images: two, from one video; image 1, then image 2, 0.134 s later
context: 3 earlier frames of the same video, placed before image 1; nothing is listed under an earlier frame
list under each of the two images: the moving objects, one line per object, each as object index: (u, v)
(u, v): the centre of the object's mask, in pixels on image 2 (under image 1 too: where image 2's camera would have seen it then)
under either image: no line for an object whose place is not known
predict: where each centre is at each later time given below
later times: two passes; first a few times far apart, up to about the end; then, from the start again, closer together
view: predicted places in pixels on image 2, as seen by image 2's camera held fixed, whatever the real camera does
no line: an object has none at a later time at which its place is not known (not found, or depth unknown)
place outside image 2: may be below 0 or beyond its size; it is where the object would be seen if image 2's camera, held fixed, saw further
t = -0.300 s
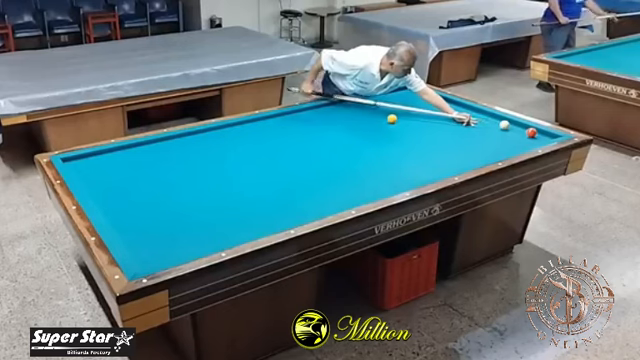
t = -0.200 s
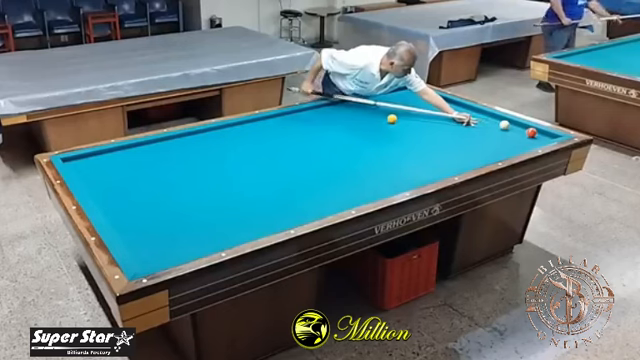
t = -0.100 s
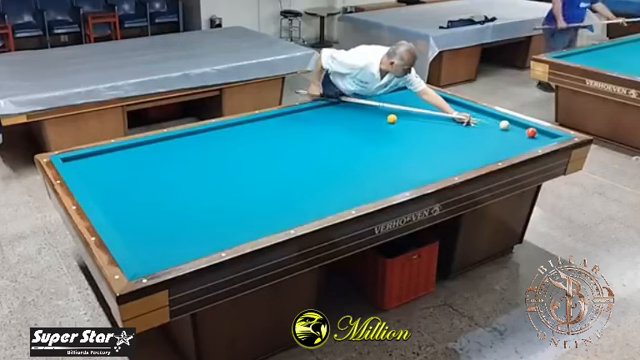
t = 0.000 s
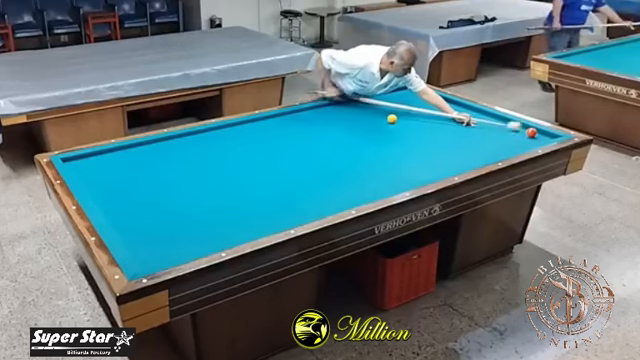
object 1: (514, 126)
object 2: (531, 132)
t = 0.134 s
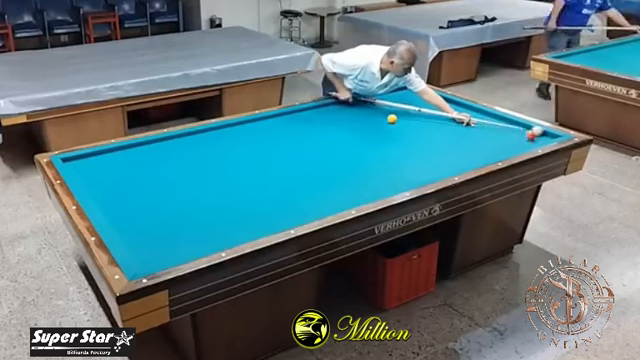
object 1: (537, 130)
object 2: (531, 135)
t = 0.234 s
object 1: (546, 134)
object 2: (529, 140)
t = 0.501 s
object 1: (536, 136)
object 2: (515, 146)
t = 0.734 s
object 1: (516, 134)
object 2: (496, 147)
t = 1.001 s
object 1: (495, 132)
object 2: (474, 148)
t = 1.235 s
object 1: (477, 130)
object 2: (456, 149)
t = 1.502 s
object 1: (458, 128)
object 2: (435, 151)
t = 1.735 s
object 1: (441, 127)
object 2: (418, 152)
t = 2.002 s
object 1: (423, 125)
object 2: (397, 153)
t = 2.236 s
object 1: (408, 124)
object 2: (380, 154)
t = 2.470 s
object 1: (392, 121)
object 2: (362, 155)
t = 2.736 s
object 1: (376, 120)
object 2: (343, 156)
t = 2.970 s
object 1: (363, 119)
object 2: (327, 157)
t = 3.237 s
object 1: (349, 118)
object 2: (310, 158)
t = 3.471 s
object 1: (337, 116)
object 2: (295, 158)
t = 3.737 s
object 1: (324, 115)
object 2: (278, 159)
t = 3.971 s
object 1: (314, 114)
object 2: (265, 160)
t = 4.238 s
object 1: (304, 113)
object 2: (251, 161)
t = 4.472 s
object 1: (294, 112)
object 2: (238, 161)
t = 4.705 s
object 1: (291, 113)
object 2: (225, 162)
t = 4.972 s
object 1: (290, 115)
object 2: (211, 163)
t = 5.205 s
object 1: (289, 117)
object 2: (198, 163)
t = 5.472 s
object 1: (288, 118)
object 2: (185, 164)
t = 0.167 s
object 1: (540, 132)
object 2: (530, 137)
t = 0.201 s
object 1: (543, 133)
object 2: (530, 139)
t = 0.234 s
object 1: (546, 134)
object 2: (529, 140)
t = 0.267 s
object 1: (549, 135)
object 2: (529, 141)
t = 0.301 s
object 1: (552, 136)
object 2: (529, 142)
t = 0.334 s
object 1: (551, 136)
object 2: (529, 143)
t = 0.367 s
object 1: (548, 136)
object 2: (527, 144)
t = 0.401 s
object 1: (545, 136)
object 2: (524, 144)
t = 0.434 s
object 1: (542, 136)
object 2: (521, 145)
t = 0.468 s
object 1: (539, 136)
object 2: (518, 146)
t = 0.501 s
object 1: (536, 136)
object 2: (515, 146)
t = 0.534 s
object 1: (534, 136)
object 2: (512, 146)
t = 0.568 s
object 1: (531, 135)
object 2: (510, 146)
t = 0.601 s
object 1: (528, 135)
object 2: (507, 147)
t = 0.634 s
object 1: (525, 135)
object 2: (504, 147)
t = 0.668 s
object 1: (522, 134)
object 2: (502, 147)
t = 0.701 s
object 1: (519, 134)
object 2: (499, 147)
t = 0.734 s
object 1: (516, 134)
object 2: (496, 147)
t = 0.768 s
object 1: (514, 134)
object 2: (494, 147)
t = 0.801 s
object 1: (511, 134)
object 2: (491, 148)
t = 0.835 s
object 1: (509, 133)
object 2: (488, 148)
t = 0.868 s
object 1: (506, 133)
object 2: (485, 148)
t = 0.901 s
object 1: (503, 133)
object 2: (483, 148)
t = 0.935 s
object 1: (501, 133)
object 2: (480, 148)
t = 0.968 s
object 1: (498, 132)
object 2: (477, 148)
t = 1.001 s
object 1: (495, 132)
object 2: (474, 148)
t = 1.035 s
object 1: (493, 131)
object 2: (472, 148)
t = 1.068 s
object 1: (490, 131)
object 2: (469, 149)
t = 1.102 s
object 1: (487, 131)
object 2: (466, 149)
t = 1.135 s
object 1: (484, 131)
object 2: (464, 149)
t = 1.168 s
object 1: (482, 131)
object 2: (461, 149)
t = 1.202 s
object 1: (480, 130)
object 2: (459, 149)
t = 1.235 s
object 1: (477, 130)
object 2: (456, 149)
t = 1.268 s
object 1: (475, 130)
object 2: (453, 150)
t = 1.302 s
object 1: (472, 129)
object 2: (451, 150)
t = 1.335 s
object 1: (470, 129)
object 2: (448, 150)
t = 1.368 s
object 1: (467, 129)
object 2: (446, 150)
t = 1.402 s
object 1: (465, 129)
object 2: (443, 150)
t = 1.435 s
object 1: (463, 129)
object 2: (441, 150)
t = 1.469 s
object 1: (460, 129)
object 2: (438, 151)
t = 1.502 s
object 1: (458, 128)
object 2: (435, 151)
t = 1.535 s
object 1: (455, 128)
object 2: (433, 151)
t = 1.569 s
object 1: (453, 128)
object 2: (430, 151)
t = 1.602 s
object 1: (451, 128)
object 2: (428, 151)
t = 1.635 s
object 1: (448, 127)
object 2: (425, 151)
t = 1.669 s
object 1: (446, 127)
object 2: (423, 151)
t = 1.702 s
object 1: (444, 127)
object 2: (420, 152)
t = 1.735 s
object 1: (441, 127)
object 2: (418, 152)
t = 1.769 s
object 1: (439, 127)
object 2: (415, 152)
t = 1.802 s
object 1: (437, 127)
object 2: (413, 152)
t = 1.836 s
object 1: (434, 126)
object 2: (410, 152)
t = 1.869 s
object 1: (432, 126)
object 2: (407, 152)
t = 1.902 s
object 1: (430, 126)
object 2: (405, 152)
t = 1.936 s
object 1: (428, 126)
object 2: (402, 153)
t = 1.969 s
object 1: (425, 125)
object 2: (400, 153)
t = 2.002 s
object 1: (423, 125)
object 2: (397, 153)
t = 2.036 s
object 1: (421, 125)
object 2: (395, 153)
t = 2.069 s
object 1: (419, 125)
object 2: (393, 153)
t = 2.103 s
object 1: (417, 124)
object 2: (390, 153)
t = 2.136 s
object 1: (414, 124)
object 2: (388, 153)
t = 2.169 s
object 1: (412, 124)
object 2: (385, 153)
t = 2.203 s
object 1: (410, 124)
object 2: (383, 154)
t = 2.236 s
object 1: (408, 124)
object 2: (380, 154)
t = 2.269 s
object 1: (404, 123)
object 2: (376, 154)
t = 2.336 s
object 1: (400, 123)
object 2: (371, 154)
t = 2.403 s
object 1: (396, 122)
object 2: (366, 154)
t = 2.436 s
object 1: (394, 122)
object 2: (364, 155)
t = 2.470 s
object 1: (392, 121)
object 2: (362, 155)
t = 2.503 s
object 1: (391, 120)
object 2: (359, 155)
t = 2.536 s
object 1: (389, 121)
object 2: (357, 155)
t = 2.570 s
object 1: (386, 121)
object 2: (354, 155)
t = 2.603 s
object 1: (384, 121)
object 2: (352, 155)
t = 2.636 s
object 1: (382, 121)
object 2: (350, 155)
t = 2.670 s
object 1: (380, 121)
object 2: (348, 156)
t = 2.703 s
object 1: (378, 121)
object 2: (345, 156)
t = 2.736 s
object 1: (376, 120)
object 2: (343, 156)
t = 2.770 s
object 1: (374, 120)
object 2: (341, 156)
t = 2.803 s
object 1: (372, 120)
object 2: (338, 156)
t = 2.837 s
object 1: (370, 120)
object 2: (336, 156)
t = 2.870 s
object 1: (368, 120)
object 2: (334, 156)
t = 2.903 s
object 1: (367, 119)
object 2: (331, 156)
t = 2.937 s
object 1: (365, 119)
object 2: (329, 157)
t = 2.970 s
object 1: (363, 119)
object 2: (327, 157)
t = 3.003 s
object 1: (361, 119)
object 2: (325, 157)
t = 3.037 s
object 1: (359, 119)
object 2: (323, 157)
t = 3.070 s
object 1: (358, 119)
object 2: (321, 157)
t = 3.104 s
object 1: (356, 118)
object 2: (319, 157)
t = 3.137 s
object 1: (354, 118)
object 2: (316, 157)
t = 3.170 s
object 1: (352, 118)
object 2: (314, 157)
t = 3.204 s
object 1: (350, 118)
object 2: (312, 158)
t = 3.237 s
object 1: (349, 118)
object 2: (310, 158)
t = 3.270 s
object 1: (347, 118)
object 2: (308, 158)
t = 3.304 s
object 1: (345, 117)
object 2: (305, 158)
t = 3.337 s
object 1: (344, 117)
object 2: (303, 158)
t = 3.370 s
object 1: (342, 117)
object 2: (301, 158)
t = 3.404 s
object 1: (340, 117)
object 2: (299, 158)
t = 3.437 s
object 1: (339, 117)
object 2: (297, 158)
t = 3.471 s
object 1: (337, 116)
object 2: (295, 158)
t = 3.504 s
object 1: (335, 116)
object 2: (293, 159)
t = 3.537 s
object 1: (334, 116)
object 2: (291, 159)
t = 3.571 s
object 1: (332, 116)
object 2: (289, 159)
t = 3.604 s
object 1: (330, 116)
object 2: (287, 159)
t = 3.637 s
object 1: (329, 116)
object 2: (285, 159)
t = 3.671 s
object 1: (327, 116)
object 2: (282, 159)
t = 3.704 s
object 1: (326, 116)
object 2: (280, 159)
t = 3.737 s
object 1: (324, 115)
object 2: (278, 159)
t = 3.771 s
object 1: (323, 115)
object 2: (276, 159)
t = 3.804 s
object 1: (321, 115)
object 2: (275, 160)
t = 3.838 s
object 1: (320, 115)
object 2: (272, 160)
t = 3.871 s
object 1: (318, 115)
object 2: (270, 160)
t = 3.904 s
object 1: (317, 115)
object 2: (269, 160)
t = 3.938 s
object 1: (315, 114)
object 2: (266, 160)
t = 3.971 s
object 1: (314, 114)
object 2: (265, 160)
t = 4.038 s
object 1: (312, 114)
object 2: (262, 160)
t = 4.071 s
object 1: (311, 114)
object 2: (261, 160)
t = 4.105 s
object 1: (309, 114)
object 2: (259, 160)
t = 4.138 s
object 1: (308, 113)
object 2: (257, 160)
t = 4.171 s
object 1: (307, 113)
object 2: (255, 161)
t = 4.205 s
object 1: (305, 113)
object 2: (253, 161)
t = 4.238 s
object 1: (304, 113)
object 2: (251, 161)
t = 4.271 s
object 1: (302, 113)
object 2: (249, 161)
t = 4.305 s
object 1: (301, 113)
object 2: (247, 161)
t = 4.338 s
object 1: (299, 113)
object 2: (245, 161)
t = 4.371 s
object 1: (298, 113)
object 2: (243, 161)
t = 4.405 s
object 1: (297, 112)
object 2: (241, 161)
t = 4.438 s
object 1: (295, 112)
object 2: (240, 161)
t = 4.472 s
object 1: (294, 112)
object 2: (238, 161)
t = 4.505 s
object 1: (292, 112)
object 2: (236, 161)
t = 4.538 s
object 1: (292, 112)
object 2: (234, 162)
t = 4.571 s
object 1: (292, 112)
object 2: (232, 161)
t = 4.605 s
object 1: (292, 112)
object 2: (230, 162)
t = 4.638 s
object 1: (292, 112)
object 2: (228, 162)
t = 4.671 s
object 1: (292, 113)
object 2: (227, 162)
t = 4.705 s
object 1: (291, 113)
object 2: (225, 162)
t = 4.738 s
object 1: (291, 113)
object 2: (223, 162)
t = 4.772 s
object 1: (291, 114)
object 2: (221, 162)
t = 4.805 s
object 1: (291, 114)
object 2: (220, 162)
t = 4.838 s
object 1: (291, 114)
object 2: (218, 162)
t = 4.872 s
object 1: (291, 115)
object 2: (216, 163)
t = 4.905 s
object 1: (290, 115)
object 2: (214, 162)
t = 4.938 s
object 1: (290, 115)
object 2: (212, 163)
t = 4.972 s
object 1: (290, 115)
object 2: (211, 163)
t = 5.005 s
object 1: (290, 115)
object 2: (209, 163)
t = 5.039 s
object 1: (290, 115)
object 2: (207, 163)
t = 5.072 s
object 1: (290, 116)
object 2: (205, 163)
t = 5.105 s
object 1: (290, 116)
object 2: (203, 163)
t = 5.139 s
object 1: (290, 116)
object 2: (202, 163)
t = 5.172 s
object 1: (289, 117)
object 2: (200, 163)
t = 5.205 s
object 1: (289, 117)
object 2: (198, 163)
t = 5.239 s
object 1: (289, 117)
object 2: (197, 164)
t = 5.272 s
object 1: (289, 117)
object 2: (195, 164)
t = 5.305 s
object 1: (289, 118)
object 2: (193, 164)
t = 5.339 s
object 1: (289, 118)
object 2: (192, 164)
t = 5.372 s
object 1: (289, 118)
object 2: (190, 164)
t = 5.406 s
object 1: (288, 118)
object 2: (189, 164)
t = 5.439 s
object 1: (288, 118)
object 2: (187, 164)
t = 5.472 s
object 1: (288, 118)
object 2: (185, 164)
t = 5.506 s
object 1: (288, 118)
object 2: (184, 164)
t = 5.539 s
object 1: (288, 119)
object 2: (182, 164)
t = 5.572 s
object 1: (288, 119)
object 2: (181, 164)
